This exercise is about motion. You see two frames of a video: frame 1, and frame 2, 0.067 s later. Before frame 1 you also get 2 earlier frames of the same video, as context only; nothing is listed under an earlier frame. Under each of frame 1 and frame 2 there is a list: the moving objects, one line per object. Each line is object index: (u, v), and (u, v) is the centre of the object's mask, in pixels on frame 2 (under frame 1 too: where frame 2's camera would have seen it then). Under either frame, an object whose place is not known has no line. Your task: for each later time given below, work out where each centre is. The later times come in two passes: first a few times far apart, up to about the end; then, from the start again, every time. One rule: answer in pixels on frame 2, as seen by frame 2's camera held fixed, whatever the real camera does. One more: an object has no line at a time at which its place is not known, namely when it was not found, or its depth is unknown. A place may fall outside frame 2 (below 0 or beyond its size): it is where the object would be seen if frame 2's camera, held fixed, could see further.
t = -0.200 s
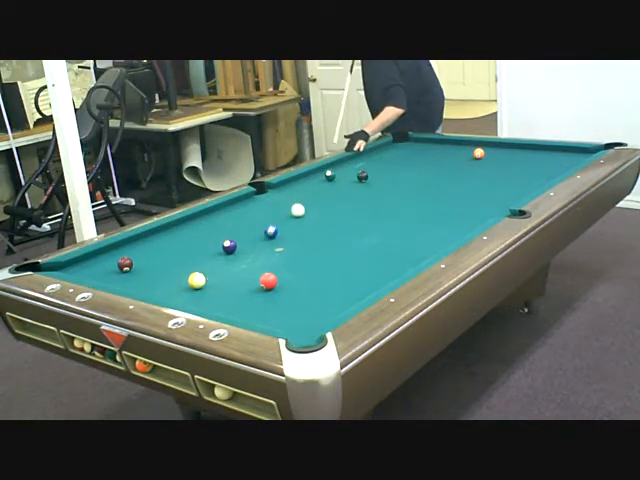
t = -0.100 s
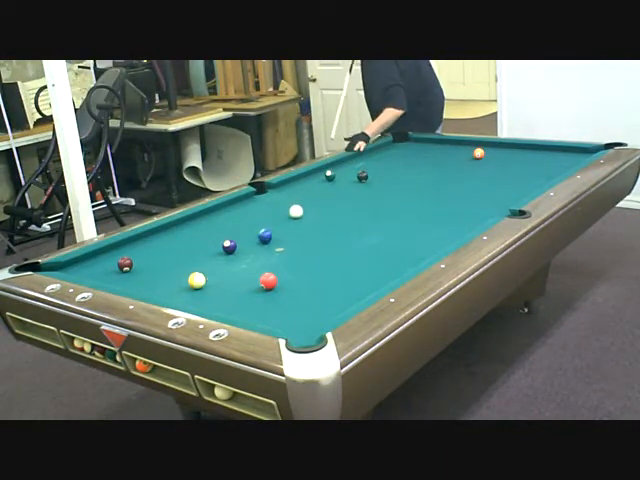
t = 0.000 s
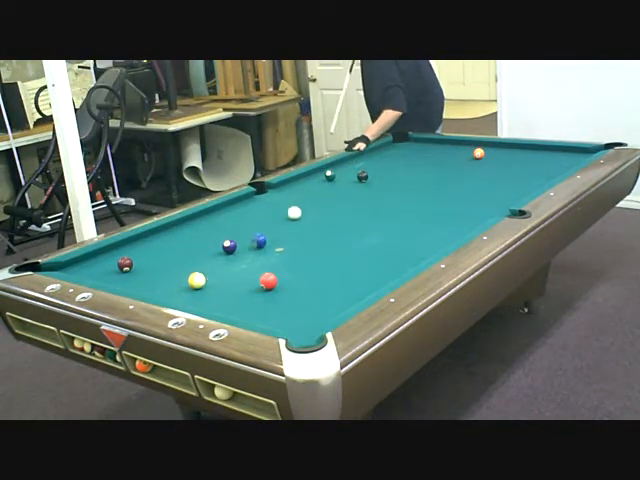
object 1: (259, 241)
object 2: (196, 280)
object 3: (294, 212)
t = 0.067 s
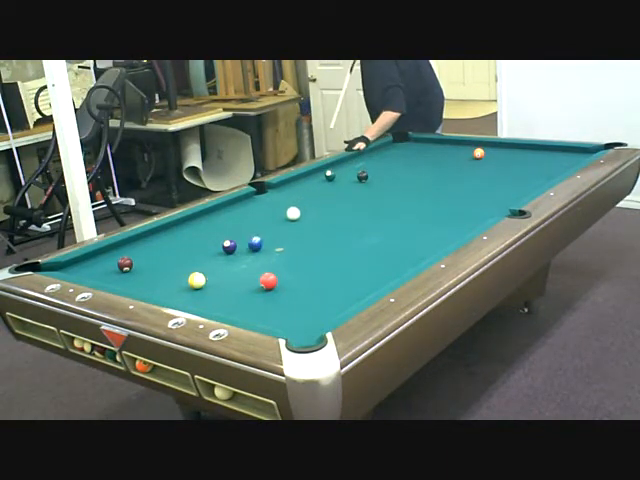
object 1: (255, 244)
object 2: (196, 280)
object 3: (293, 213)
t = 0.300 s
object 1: (240, 255)
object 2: (196, 280)
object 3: (289, 216)
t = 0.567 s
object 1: (223, 269)
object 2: (196, 280)
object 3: (286, 219)
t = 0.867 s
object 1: (213, 284)
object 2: (188, 282)
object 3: (282, 221)
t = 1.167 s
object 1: (211, 296)
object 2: (174, 284)
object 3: (279, 223)
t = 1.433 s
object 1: (209, 305)
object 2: (163, 286)
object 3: (278, 223)
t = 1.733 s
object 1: (228, 307)
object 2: (153, 288)
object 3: (280, 223)
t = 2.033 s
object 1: (246, 304)
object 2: (144, 288)
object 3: (281, 222)
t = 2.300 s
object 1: (260, 301)
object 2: (139, 288)
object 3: (281, 222)
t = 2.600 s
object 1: (274, 299)
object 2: (139, 288)
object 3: (281, 222)
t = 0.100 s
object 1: (253, 246)
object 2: (196, 280)
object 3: (292, 214)
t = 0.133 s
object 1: (251, 247)
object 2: (196, 280)
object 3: (292, 214)
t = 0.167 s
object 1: (249, 249)
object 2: (196, 280)
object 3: (291, 214)
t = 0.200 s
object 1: (247, 250)
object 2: (196, 280)
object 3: (291, 215)
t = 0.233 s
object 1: (244, 252)
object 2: (196, 280)
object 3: (290, 215)
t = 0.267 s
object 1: (242, 254)
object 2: (196, 280)
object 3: (290, 215)
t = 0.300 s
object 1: (240, 255)
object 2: (196, 280)
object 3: (289, 216)
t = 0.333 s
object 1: (239, 257)
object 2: (196, 280)
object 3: (289, 216)
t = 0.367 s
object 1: (237, 258)
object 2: (196, 280)
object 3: (288, 216)
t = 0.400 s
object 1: (234, 260)
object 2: (196, 280)
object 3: (288, 217)
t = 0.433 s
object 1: (232, 263)
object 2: (196, 280)
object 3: (287, 217)
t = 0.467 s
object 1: (230, 264)
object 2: (196, 280)
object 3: (287, 217)
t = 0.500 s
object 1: (228, 266)
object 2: (196, 280)
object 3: (287, 218)
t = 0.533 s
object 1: (225, 267)
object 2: (196, 280)
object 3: (286, 218)
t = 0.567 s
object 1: (223, 269)
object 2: (196, 280)
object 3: (286, 219)
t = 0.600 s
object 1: (221, 271)
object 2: (196, 280)
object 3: (285, 219)
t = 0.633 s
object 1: (220, 273)
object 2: (196, 280)
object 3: (285, 219)
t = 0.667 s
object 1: (217, 275)
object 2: (196, 280)
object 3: (285, 219)
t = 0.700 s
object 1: (215, 276)
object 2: (196, 280)
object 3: (284, 220)
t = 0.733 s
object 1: (213, 278)
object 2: (196, 280)
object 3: (284, 220)
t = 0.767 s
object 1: (213, 280)
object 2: (194, 281)
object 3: (283, 220)
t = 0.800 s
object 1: (213, 281)
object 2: (192, 281)
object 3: (283, 220)
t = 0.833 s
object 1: (213, 283)
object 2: (190, 281)
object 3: (282, 221)
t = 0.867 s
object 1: (213, 284)
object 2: (188, 282)
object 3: (282, 221)
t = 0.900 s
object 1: (212, 285)
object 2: (186, 282)
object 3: (282, 221)
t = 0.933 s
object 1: (212, 286)
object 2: (185, 282)
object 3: (281, 221)
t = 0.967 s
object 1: (212, 288)
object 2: (183, 282)
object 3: (281, 221)
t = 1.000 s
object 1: (212, 290)
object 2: (182, 283)
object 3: (281, 222)
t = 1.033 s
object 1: (212, 291)
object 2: (180, 283)
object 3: (280, 222)
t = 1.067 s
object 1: (211, 293)
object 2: (178, 283)
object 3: (280, 222)
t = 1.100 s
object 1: (211, 294)
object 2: (177, 284)
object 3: (280, 222)
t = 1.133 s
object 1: (211, 295)
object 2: (175, 284)
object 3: (279, 222)
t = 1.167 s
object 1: (211, 296)
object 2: (174, 284)
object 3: (279, 223)
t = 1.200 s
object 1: (211, 298)
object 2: (172, 285)
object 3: (279, 223)
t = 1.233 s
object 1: (210, 300)
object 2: (171, 285)
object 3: (279, 223)
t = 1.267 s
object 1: (210, 301)
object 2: (169, 285)
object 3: (278, 223)
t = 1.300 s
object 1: (210, 302)
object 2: (168, 285)
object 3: (278, 223)
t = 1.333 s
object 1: (210, 303)
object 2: (166, 286)
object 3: (278, 223)
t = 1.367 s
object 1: (210, 304)
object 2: (165, 286)
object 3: (278, 223)
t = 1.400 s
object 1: (210, 305)
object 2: (164, 286)
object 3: (278, 223)
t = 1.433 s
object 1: (209, 305)
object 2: (163, 286)
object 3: (278, 223)
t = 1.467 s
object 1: (210, 307)
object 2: (161, 287)
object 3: (278, 223)
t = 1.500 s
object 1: (212, 306)
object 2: (160, 287)
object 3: (279, 223)
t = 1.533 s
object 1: (215, 307)
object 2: (159, 287)
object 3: (279, 223)
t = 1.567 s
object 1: (217, 307)
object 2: (158, 287)
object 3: (279, 223)
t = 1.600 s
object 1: (219, 307)
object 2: (156, 288)
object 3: (279, 223)
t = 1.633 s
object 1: (221, 307)
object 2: (156, 288)
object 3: (279, 223)
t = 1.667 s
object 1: (224, 307)
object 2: (155, 288)
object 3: (280, 223)
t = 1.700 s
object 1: (226, 307)
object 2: (154, 288)
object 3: (280, 223)
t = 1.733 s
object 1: (228, 307)
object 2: (153, 288)
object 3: (280, 223)
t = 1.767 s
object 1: (230, 306)
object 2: (151, 288)
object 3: (280, 222)
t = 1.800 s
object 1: (232, 306)
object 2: (151, 288)
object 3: (280, 222)
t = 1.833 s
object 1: (234, 306)
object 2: (150, 288)
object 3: (280, 222)
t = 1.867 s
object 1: (236, 305)
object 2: (149, 288)
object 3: (280, 222)
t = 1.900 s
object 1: (238, 305)
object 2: (148, 288)
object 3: (280, 222)
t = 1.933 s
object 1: (240, 305)
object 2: (147, 288)
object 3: (281, 222)
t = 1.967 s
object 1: (242, 305)
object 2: (146, 288)
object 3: (281, 222)
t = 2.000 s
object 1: (244, 305)
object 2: (145, 289)
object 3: (281, 222)
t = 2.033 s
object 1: (246, 304)
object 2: (144, 288)
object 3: (281, 222)
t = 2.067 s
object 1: (247, 304)
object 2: (143, 289)
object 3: (281, 222)
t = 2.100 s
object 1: (249, 304)
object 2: (143, 288)
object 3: (281, 222)
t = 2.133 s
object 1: (251, 303)
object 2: (142, 288)
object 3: (281, 222)
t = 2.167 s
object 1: (253, 303)
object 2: (141, 288)
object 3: (281, 222)
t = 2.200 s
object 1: (255, 303)
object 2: (141, 288)
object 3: (281, 222)
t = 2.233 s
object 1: (256, 302)
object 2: (140, 288)
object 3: (281, 222)
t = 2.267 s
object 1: (258, 302)
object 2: (140, 288)
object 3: (281, 222)
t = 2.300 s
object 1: (260, 301)
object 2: (139, 288)
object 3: (281, 222)
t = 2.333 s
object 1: (261, 301)
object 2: (139, 288)
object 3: (281, 222)
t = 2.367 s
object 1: (263, 302)
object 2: (139, 288)
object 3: (281, 222)
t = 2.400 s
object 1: (264, 302)
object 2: (139, 288)
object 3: (281, 222)
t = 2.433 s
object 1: (266, 301)
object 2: (139, 288)
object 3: (281, 222)
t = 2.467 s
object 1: (268, 301)
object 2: (139, 288)
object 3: (281, 222)
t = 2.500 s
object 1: (271, 300)
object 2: (139, 288)
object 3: (281, 222)
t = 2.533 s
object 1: (272, 300)
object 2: (139, 288)
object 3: (281, 222)
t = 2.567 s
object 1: (273, 299)
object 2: (139, 288)
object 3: (281, 222)
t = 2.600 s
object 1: (274, 299)
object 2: (139, 288)
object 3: (281, 222)
